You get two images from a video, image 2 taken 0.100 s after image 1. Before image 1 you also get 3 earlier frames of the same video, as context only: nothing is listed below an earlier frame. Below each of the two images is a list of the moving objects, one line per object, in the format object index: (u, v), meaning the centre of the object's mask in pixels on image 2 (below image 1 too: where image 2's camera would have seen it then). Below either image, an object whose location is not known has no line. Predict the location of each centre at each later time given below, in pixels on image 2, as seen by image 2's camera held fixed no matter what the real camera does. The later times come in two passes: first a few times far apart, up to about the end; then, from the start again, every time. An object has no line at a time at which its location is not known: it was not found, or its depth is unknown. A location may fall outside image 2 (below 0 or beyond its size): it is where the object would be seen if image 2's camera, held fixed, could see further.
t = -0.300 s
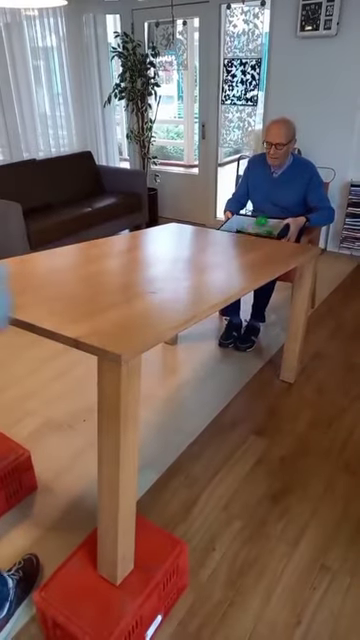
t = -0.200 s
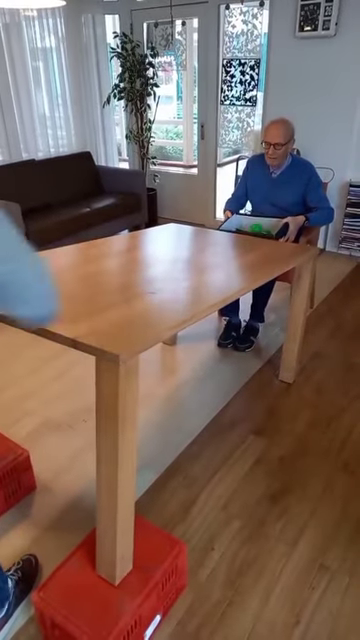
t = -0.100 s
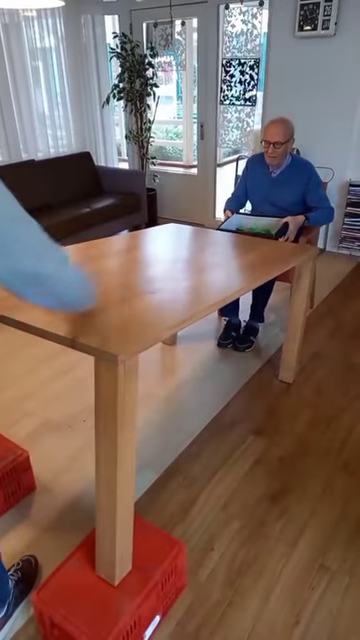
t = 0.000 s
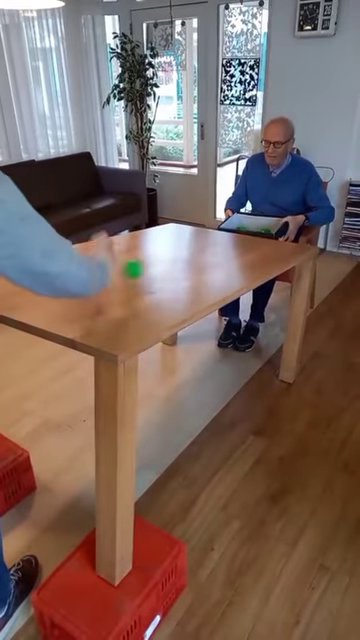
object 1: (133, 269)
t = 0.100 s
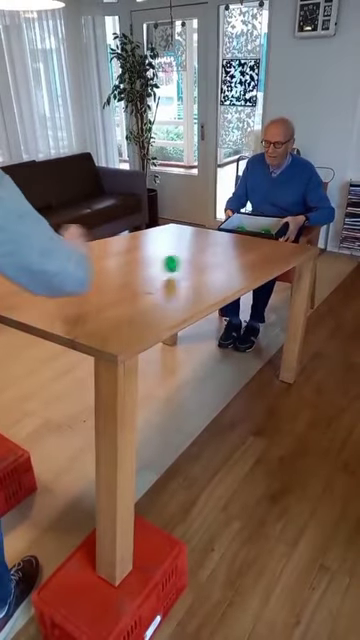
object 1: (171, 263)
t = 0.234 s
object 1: (209, 257)
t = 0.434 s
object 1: (257, 247)
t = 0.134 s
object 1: (182, 263)
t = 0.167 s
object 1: (192, 260)
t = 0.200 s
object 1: (200, 258)
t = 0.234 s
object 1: (209, 257)
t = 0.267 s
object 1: (218, 255)
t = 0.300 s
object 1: (226, 253)
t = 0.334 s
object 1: (234, 252)
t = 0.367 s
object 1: (242, 250)
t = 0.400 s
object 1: (250, 248)
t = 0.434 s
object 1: (257, 247)
